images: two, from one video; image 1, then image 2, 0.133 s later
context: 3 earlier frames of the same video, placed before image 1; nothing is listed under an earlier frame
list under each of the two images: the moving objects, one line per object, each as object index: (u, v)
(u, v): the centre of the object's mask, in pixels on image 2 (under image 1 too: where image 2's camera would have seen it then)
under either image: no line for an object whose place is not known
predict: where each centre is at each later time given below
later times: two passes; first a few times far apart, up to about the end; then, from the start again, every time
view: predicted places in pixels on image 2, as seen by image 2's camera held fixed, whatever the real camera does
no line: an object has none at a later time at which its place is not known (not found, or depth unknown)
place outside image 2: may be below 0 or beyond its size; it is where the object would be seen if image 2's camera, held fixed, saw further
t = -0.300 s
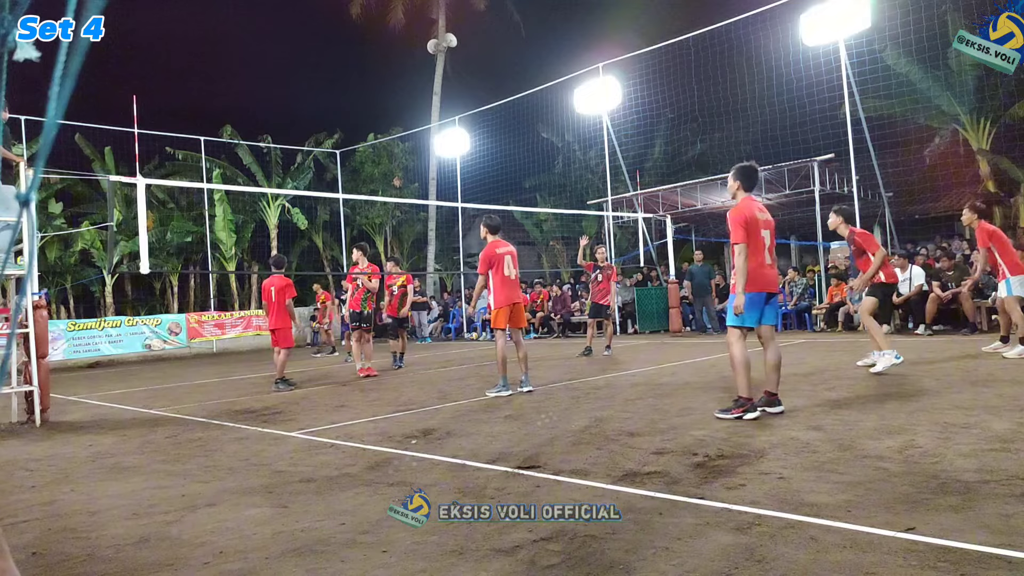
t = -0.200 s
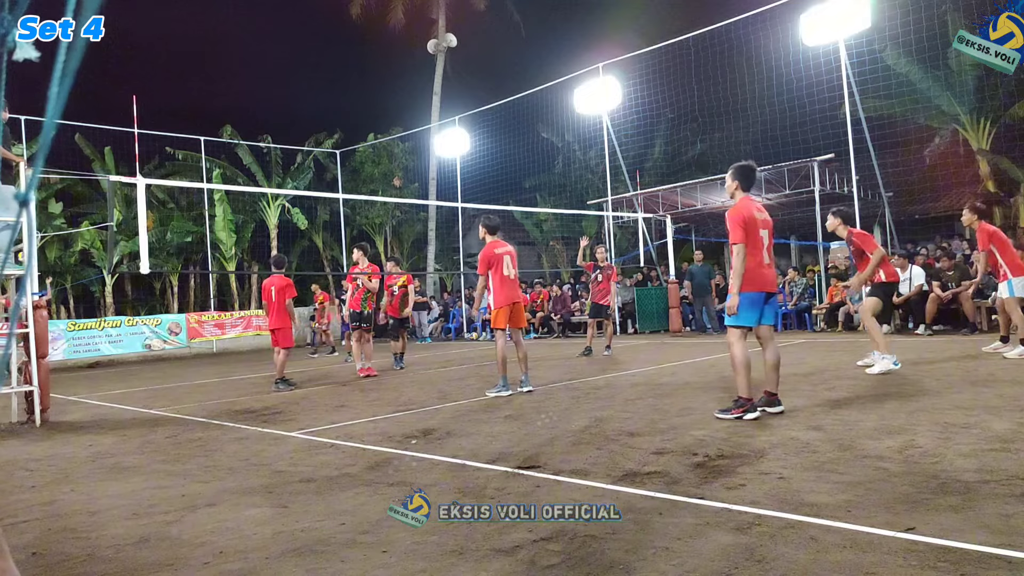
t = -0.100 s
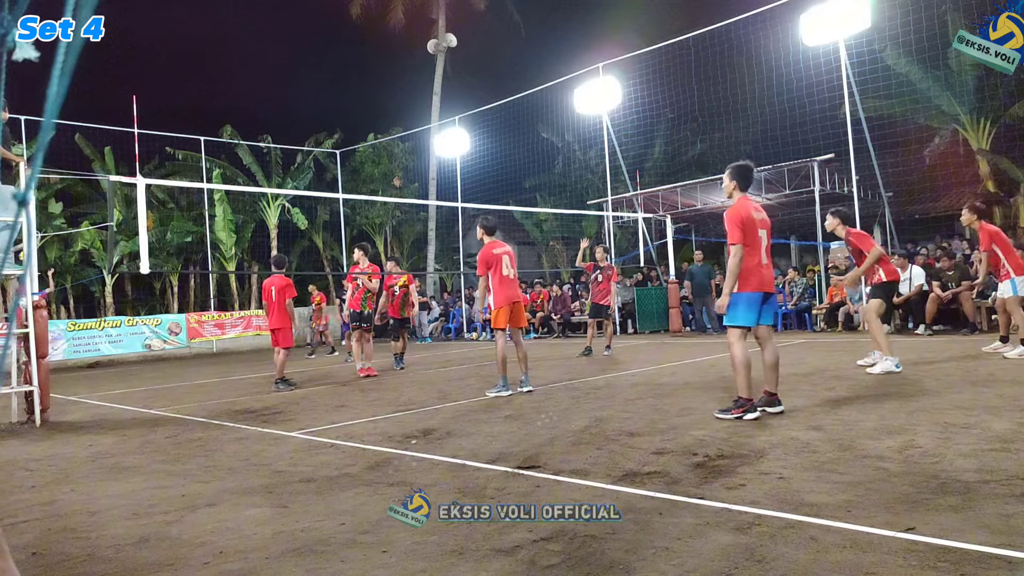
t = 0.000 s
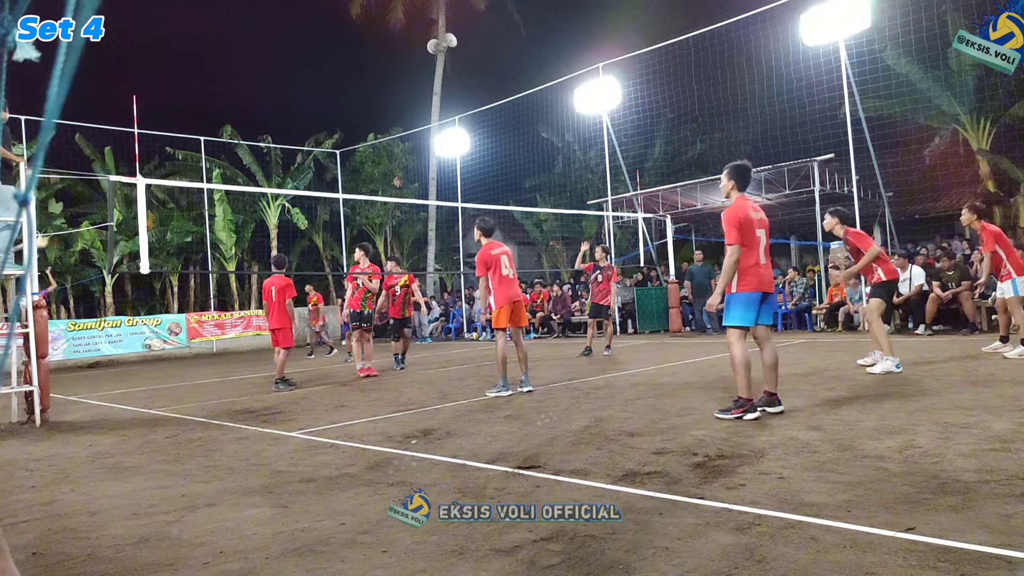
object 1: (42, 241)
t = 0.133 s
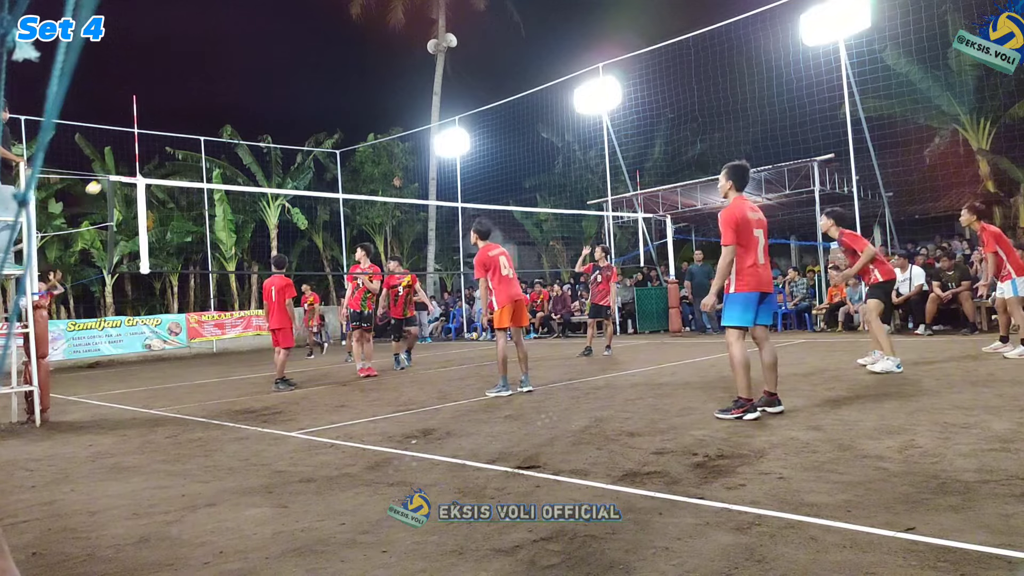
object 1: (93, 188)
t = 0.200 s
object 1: (121, 161)
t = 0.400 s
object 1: (210, 92)
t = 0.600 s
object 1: (313, 39)
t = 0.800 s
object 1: (436, 11)
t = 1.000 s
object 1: (577, 9)
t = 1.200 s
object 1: (741, 33)
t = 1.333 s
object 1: (868, 68)
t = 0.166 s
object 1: (107, 174)
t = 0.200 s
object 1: (121, 161)
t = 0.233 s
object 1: (136, 149)
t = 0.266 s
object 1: (150, 137)
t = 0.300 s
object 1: (164, 125)
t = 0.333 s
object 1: (179, 113)
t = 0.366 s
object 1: (194, 102)
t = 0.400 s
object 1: (210, 92)
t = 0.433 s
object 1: (226, 81)
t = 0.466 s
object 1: (242, 72)
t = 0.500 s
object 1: (259, 63)
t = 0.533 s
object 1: (277, 54)
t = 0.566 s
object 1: (294, 46)
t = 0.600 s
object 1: (313, 39)
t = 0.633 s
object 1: (333, 33)
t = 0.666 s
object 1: (353, 27)
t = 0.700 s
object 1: (373, 22)
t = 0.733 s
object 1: (393, 17)
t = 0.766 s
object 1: (425, 12)
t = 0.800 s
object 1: (436, 11)
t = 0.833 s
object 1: (458, 9)
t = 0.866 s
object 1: (481, 8)
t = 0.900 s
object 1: (504, 7)
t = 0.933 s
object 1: (527, 7)
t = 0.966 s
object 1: (551, 8)
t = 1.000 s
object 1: (577, 9)
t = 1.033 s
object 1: (602, 10)
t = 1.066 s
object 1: (628, 13)
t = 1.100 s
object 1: (655, 17)
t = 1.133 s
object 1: (683, 21)
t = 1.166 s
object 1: (711, 26)
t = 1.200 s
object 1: (741, 33)
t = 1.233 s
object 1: (771, 40)
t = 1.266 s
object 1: (801, 50)
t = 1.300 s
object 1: (831, 57)
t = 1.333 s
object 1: (868, 68)
